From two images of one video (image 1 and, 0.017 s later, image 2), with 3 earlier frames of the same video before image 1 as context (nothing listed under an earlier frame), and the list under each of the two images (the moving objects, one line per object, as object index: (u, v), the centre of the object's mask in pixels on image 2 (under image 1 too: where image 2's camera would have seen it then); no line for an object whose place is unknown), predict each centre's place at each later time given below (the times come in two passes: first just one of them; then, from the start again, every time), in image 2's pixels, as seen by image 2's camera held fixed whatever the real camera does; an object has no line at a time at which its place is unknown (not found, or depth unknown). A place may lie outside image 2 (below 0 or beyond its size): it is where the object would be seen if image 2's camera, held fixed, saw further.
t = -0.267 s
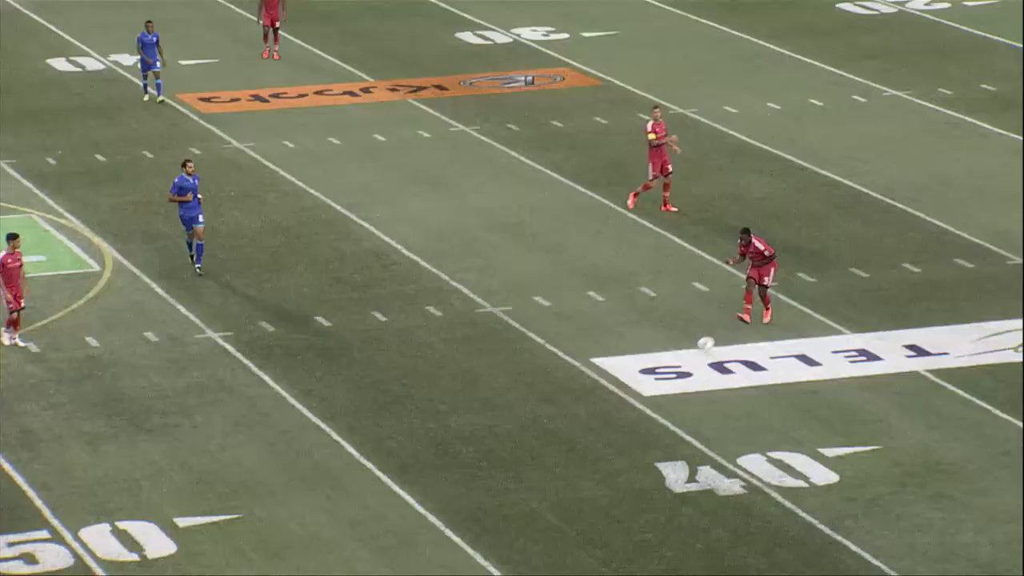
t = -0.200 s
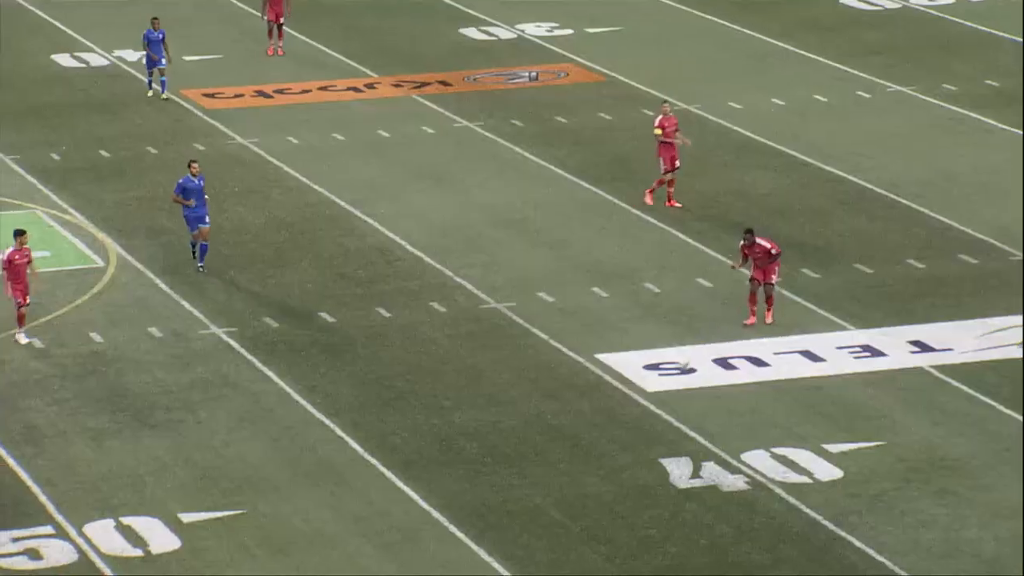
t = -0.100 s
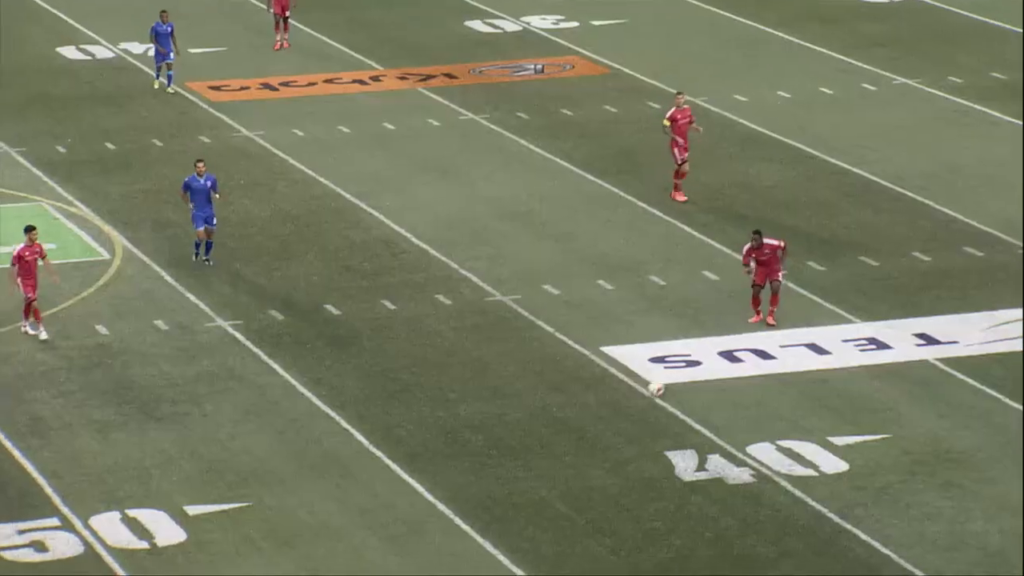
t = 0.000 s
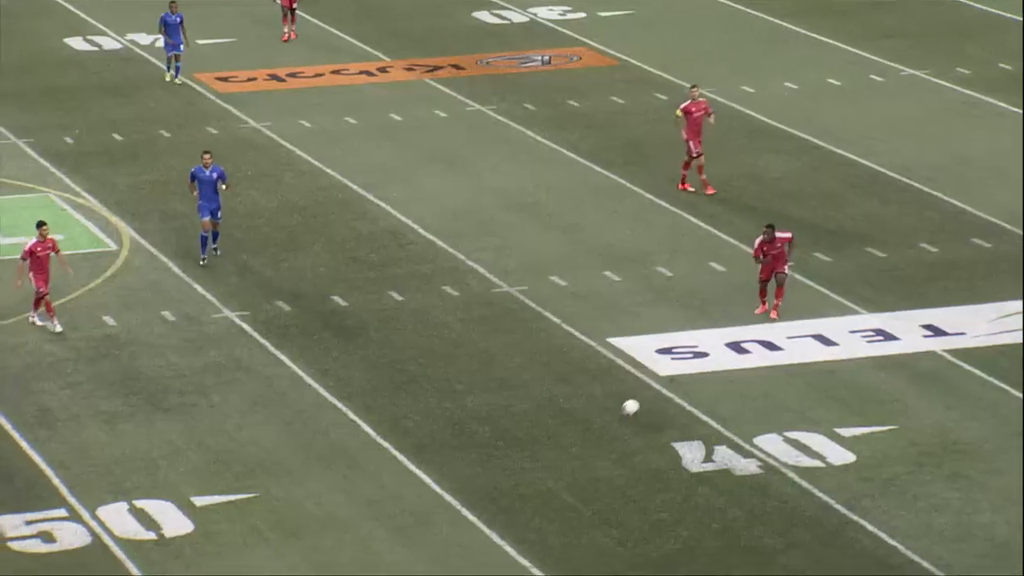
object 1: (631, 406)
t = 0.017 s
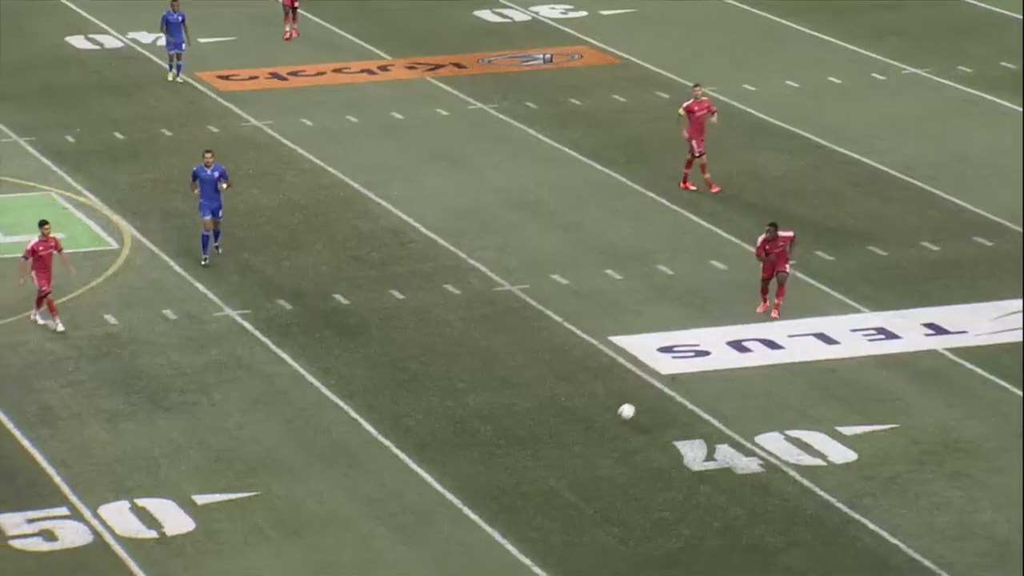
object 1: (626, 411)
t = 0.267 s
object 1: (550, 484)
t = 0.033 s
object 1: (621, 418)
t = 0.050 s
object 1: (615, 424)
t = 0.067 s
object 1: (610, 430)
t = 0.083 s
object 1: (604, 437)
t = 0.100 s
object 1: (599, 441)
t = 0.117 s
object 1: (594, 444)
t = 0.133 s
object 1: (589, 447)
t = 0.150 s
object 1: (585, 450)
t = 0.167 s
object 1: (580, 454)
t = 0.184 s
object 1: (575, 458)
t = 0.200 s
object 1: (570, 463)
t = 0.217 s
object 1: (565, 468)
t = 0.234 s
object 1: (560, 473)
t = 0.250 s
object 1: (555, 479)
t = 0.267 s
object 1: (550, 484)
